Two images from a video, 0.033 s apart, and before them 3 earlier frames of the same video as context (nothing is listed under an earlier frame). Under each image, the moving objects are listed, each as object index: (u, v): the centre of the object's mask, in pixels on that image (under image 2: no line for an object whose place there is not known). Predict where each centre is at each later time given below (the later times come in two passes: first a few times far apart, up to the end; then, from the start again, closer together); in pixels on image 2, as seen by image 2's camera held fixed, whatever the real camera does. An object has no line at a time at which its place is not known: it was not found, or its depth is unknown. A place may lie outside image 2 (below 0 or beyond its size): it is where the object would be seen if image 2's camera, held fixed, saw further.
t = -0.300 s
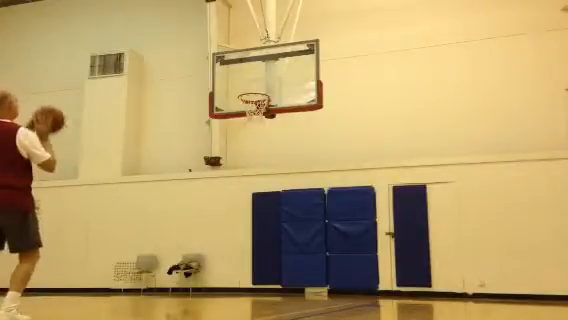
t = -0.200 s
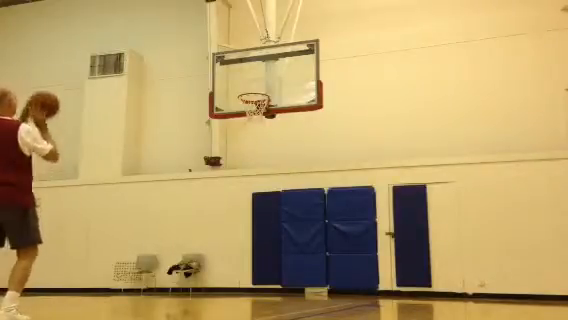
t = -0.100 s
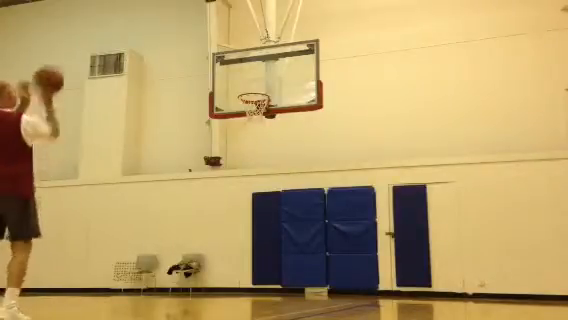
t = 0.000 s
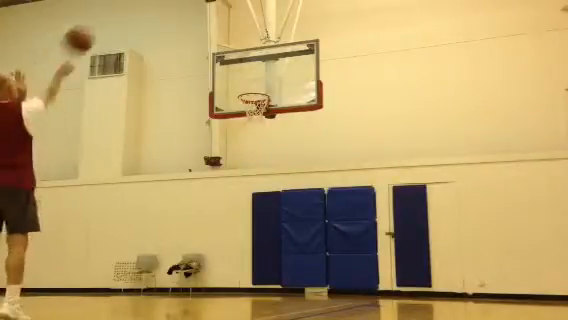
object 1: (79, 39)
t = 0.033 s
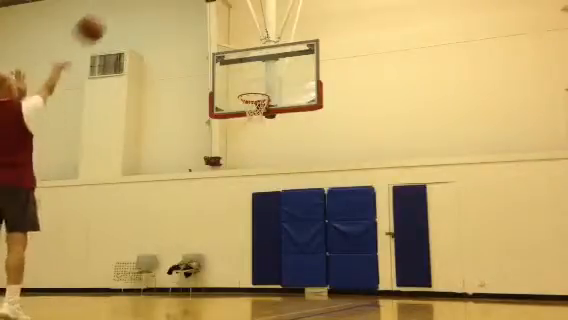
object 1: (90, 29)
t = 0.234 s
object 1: (145, 3)
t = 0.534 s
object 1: (201, 11)
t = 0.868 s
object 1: (245, 85)
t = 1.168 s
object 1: (246, 75)
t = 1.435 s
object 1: (250, 89)
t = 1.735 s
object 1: (257, 136)
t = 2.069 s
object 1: (262, 246)
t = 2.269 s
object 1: (262, 256)
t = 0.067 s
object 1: (100, 19)
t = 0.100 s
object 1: (110, 12)
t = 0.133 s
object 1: (119, 8)
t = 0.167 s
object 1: (129, 6)
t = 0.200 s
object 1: (137, 4)
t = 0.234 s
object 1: (145, 3)
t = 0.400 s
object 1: (179, 3)
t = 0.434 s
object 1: (185, 4)
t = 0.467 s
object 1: (191, 5)
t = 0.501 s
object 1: (196, 7)
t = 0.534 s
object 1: (201, 11)
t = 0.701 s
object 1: (225, 42)
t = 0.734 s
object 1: (230, 50)
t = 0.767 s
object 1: (233, 59)
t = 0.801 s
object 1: (239, 70)
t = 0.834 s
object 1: (243, 78)
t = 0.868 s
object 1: (245, 85)
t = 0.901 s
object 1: (245, 82)
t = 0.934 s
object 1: (246, 79)
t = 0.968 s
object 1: (246, 77)
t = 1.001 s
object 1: (246, 75)
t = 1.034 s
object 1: (246, 74)
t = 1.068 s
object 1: (246, 73)
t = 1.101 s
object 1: (246, 74)
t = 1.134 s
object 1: (246, 74)
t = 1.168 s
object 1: (246, 75)
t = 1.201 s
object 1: (246, 77)
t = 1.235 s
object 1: (246, 80)
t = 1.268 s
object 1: (246, 83)
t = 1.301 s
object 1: (247, 86)
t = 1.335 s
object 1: (248, 86)
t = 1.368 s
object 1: (249, 87)
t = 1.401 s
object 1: (249, 87)
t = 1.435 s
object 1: (250, 89)
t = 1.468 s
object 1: (251, 92)
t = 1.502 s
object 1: (251, 96)
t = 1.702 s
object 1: (257, 130)
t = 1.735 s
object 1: (257, 136)
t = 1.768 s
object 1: (257, 144)
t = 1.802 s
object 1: (258, 152)
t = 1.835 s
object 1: (258, 161)
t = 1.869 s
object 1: (259, 172)
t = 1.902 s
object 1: (258, 182)
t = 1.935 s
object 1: (259, 188)
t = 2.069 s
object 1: (262, 246)
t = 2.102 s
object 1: (262, 263)
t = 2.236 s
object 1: (262, 263)
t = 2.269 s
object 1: (262, 256)
